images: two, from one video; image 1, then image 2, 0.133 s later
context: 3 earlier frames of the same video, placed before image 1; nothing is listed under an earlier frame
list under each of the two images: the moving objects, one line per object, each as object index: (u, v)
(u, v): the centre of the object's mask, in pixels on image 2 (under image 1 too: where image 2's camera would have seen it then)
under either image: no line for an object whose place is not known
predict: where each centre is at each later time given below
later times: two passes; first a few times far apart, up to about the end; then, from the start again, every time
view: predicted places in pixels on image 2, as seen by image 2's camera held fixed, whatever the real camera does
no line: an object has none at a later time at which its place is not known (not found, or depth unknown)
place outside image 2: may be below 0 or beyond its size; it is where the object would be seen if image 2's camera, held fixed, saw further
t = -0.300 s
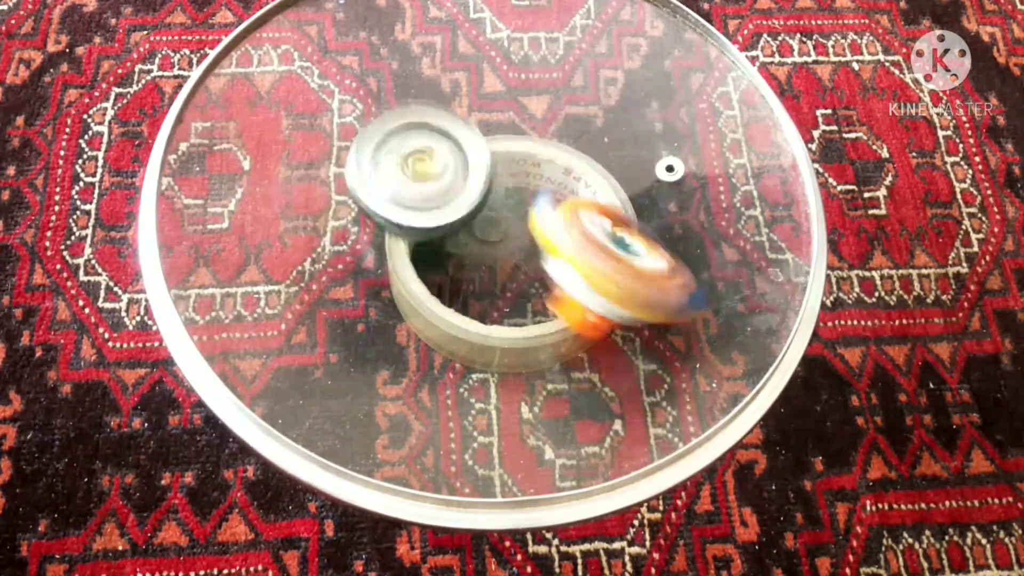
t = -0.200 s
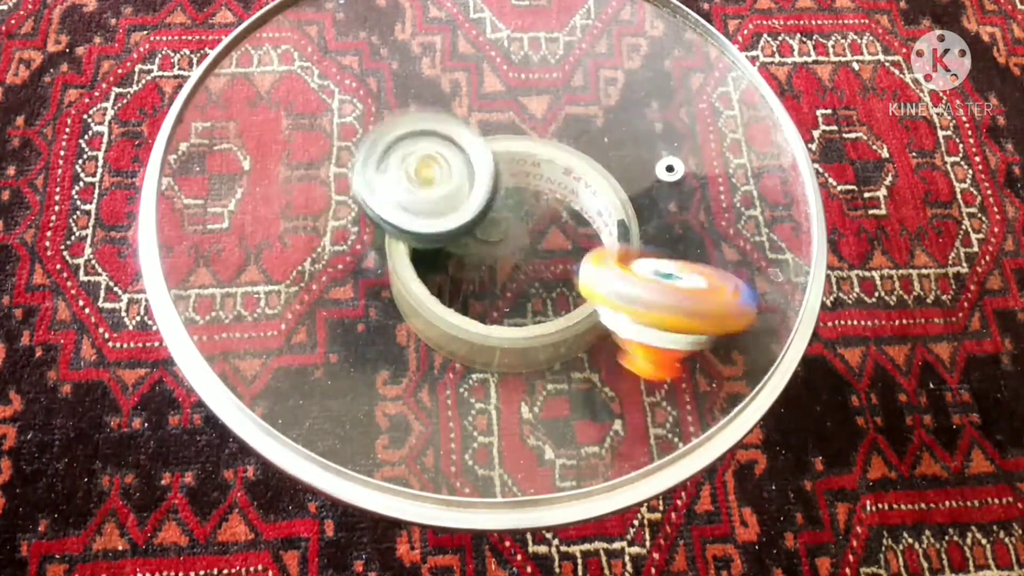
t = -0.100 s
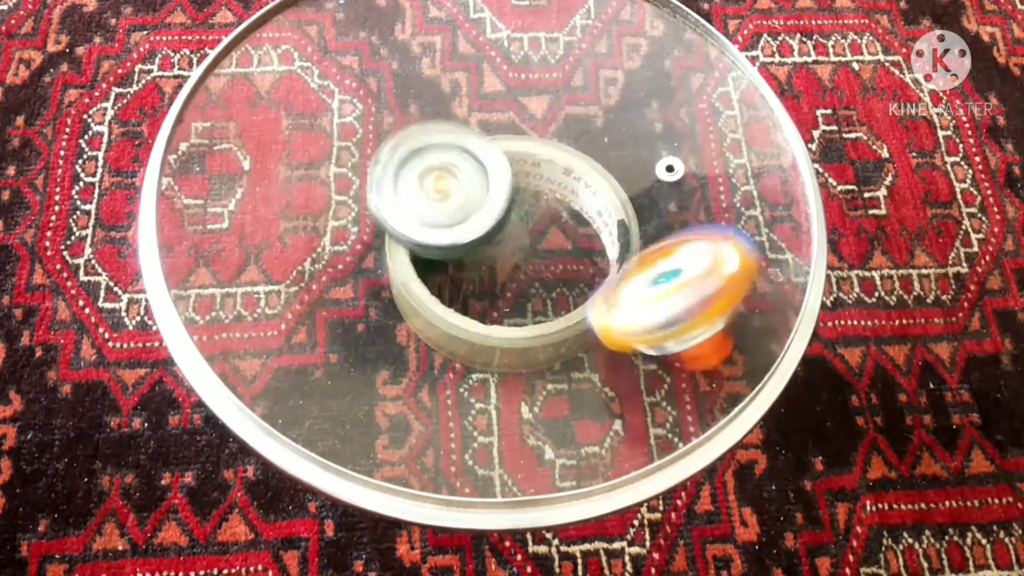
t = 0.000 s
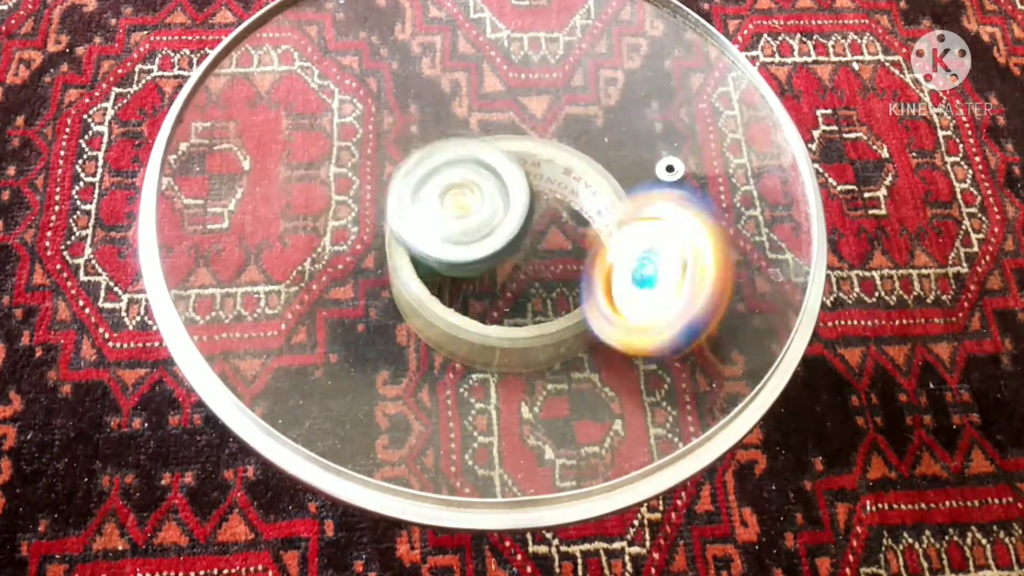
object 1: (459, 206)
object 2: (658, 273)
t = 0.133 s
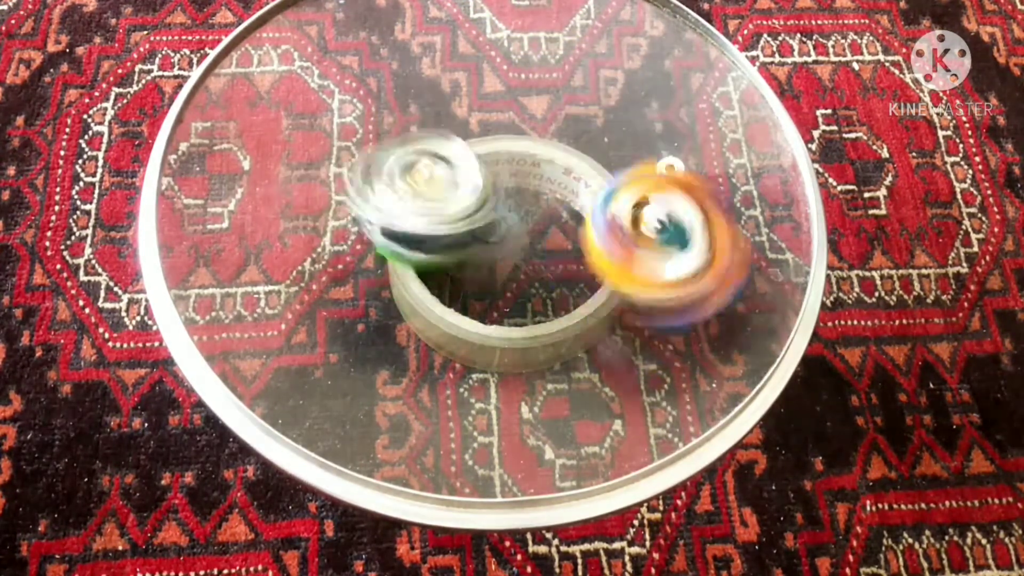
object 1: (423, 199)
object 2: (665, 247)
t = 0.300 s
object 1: (337, 161)
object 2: (611, 209)
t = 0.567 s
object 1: (367, 150)
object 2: (521, 219)
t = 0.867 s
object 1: (448, 190)
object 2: (556, 290)
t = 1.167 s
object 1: (467, 200)
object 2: (574, 297)
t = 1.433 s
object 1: (493, 183)
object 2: (543, 305)
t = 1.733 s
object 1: (545, 192)
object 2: (466, 298)
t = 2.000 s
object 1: (551, 188)
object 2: (428, 240)
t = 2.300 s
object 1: (552, 193)
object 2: (418, 222)
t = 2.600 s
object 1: (544, 178)
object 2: (413, 221)
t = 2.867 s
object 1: (535, 184)
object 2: (412, 222)
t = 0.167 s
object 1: (394, 189)
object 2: (671, 233)
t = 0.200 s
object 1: (371, 177)
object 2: (665, 229)
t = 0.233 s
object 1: (355, 171)
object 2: (648, 225)
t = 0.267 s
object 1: (344, 165)
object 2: (632, 211)
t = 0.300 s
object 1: (337, 161)
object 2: (611, 209)
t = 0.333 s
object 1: (335, 156)
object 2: (601, 208)
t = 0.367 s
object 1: (336, 152)
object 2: (591, 205)
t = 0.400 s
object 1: (338, 150)
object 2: (582, 199)
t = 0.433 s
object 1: (340, 147)
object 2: (570, 196)
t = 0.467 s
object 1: (342, 147)
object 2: (554, 196)
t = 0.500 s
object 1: (347, 147)
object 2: (541, 201)
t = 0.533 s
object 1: (355, 149)
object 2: (528, 209)
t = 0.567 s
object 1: (367, 150)
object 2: (521, 219)
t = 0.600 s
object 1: (381, 155)
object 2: (514, 227)
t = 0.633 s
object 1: (396, 152)
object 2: (516, 242)
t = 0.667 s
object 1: (406, 151)
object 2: (525, 256)
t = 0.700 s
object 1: (411, 151)
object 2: (529, 269)
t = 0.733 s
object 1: (419, 158)
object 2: (536, 281)
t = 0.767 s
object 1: (423, 165)
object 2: (542, 288)
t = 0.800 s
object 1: (429, 171)
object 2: (550, 293)
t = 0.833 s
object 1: (436, 181)
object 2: (552, 293)
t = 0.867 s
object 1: (448, 190)
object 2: (556, 290)
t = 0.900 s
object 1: (457, 202)
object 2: (560, 284)
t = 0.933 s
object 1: (462, 205)
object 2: (561, 290)
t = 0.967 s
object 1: (460, 201)
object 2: (573, 298)
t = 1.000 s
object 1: (458, 200)
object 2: (580, 303)
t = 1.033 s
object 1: (462, 199)
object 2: (584, 303)
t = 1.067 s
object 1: (469, 201)
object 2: (584, 302)
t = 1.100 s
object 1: (467, 201)
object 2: (581, 299)
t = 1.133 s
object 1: (467, 201)
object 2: (576, 300)
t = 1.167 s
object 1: (467, 200)
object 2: (574, 297)
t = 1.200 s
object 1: (466, 198)
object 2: (570, 294)
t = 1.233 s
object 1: (467, 194)
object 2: (565, 294)
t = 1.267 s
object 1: (470, 191)
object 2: (562, 294)
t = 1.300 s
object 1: (475, 189)
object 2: (557, 293)
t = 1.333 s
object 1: (481, 187)
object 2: (555, 297)
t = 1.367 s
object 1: (483, 185)
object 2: (550, 299)
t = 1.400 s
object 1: (487, 186)
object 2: (546, 301)
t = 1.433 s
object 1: (493, 183)
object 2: (543, 305)
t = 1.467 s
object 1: (498, 180)
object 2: (537, 306)
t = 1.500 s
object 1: (506, 181)
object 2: (532, 307)
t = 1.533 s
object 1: (508, 184)
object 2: (527, 308)
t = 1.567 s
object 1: (509, 183)
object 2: (518, 312)
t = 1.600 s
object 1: (522, 180)
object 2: (506, 316)
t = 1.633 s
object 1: (531, 180)
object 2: (494, 315)
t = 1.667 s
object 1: (542, 188)
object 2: (481, 314)
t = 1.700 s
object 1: (541, 191)
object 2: (472, 306)
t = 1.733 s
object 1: (545, 192)
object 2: (466, 298)
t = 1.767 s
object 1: (546, 193)
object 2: (459, 290)
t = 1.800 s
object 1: (548, 197)
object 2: (450, 286)
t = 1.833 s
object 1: (549, 195)
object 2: (446, 279)
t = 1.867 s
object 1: (550, 195)
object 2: (440, 271)
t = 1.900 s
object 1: (549, 194)
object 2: (438, 263)
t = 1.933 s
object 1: (548, 194)
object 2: (435, 254)
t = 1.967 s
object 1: (545, 193)
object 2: (430, 248)
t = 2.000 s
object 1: (551, 188)
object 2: (428, 240)
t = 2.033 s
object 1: (551, 194)
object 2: (421, 232)
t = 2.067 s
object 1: (555, 192)
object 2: (414, 227)
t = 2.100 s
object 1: (556, 192)
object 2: (414, 223)
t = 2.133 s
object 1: (555, 190)
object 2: (415, 221)
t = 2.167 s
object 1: (556, 189)
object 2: (416, 220)
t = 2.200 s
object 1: (558, 190)
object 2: (417, 222)
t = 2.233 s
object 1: (554, 195)
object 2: (418, 222)
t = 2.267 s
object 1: (556, 193)
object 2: (417, 222)
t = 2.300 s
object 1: (552, 193)
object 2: (418, 222)
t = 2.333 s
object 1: (544, 195)
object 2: (417, 222)
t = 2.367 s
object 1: (543, 190)
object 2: (417, 222)
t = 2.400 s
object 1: (546, 187)
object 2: (417, 222)
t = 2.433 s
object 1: (546, 188)
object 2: (414, 222)
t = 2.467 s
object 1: (549, 184)
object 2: (413, 221)
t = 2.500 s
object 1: (551, 181)
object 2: (413, 221)
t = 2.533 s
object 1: (551, 182)
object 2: (413, 221)
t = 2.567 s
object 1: (547, 180)
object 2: (413, 222)
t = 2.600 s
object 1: (544, 178)
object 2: (413, 221)
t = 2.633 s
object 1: (544, 176)
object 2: (413, 222)
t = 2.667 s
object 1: (546, 176)
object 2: (413, 222)
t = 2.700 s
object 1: (544, 177)
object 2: (413, 222)
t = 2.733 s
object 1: (542, 182)
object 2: (413, 222)
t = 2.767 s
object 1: (540, 180)
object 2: (413, 221)
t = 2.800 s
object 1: (539, 181)
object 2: (412, 222)
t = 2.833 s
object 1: (539, 182)
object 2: (412, 221)
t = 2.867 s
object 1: (535, 184)
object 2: (412, 222)
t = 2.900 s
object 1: (532, 182)
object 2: (412, 221)
